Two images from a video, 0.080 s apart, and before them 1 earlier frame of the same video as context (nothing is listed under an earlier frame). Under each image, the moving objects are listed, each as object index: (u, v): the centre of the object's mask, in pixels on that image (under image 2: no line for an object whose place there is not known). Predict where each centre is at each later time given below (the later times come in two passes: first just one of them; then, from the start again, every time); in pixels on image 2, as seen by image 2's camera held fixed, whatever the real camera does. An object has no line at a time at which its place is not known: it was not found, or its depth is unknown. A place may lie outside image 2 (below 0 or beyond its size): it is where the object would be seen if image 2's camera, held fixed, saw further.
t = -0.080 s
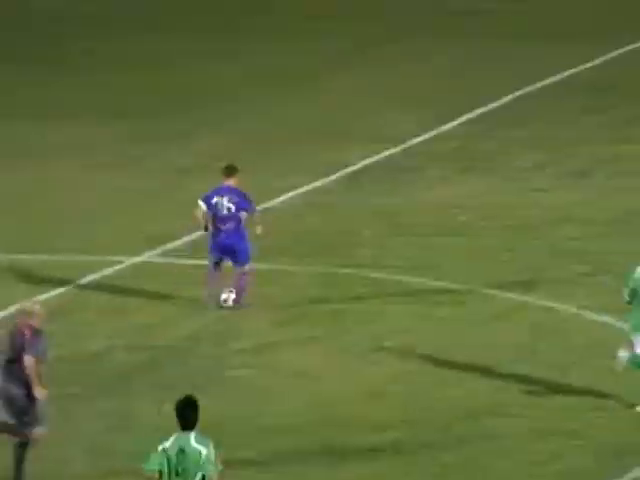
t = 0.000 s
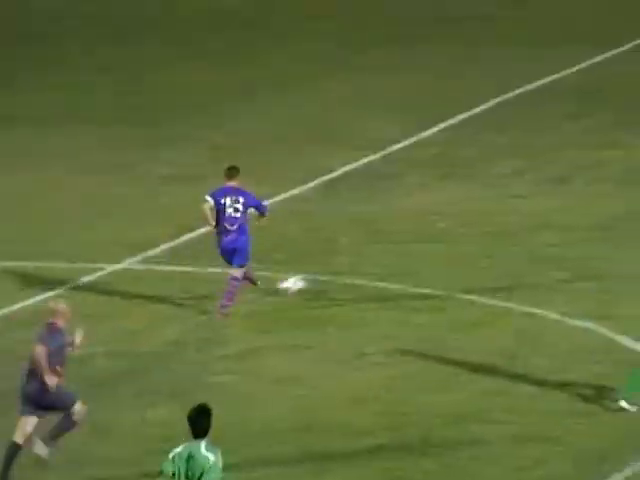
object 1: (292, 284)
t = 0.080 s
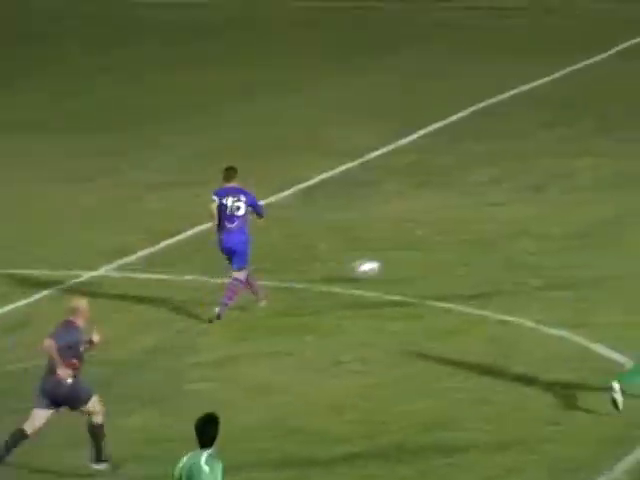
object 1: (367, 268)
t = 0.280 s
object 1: (577, 230)
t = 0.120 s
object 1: (415, 259)
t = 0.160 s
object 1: (457, 254)
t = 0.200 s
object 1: (503, 249)
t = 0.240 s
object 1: (543, 242)
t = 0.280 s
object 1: (577, 230)
